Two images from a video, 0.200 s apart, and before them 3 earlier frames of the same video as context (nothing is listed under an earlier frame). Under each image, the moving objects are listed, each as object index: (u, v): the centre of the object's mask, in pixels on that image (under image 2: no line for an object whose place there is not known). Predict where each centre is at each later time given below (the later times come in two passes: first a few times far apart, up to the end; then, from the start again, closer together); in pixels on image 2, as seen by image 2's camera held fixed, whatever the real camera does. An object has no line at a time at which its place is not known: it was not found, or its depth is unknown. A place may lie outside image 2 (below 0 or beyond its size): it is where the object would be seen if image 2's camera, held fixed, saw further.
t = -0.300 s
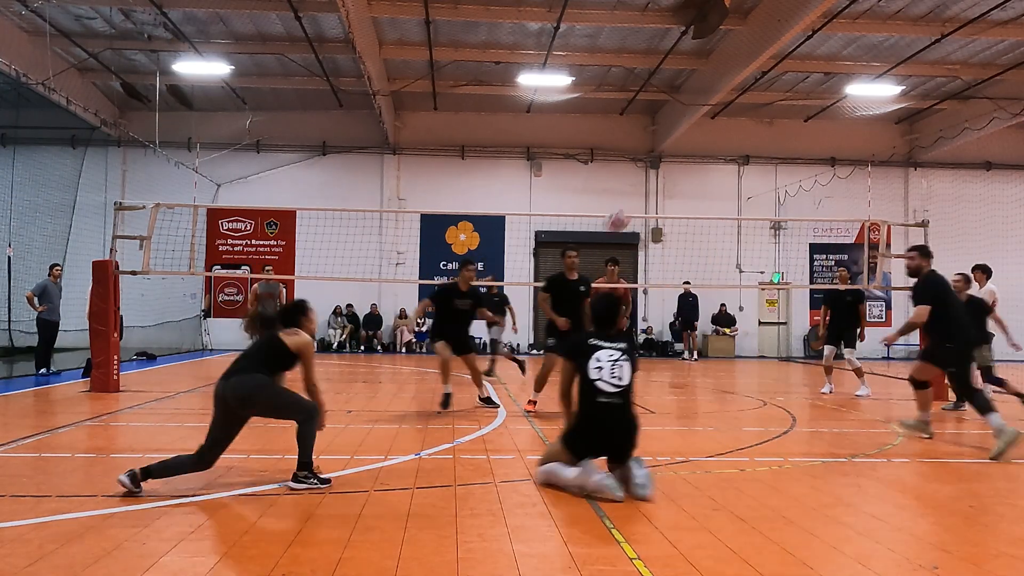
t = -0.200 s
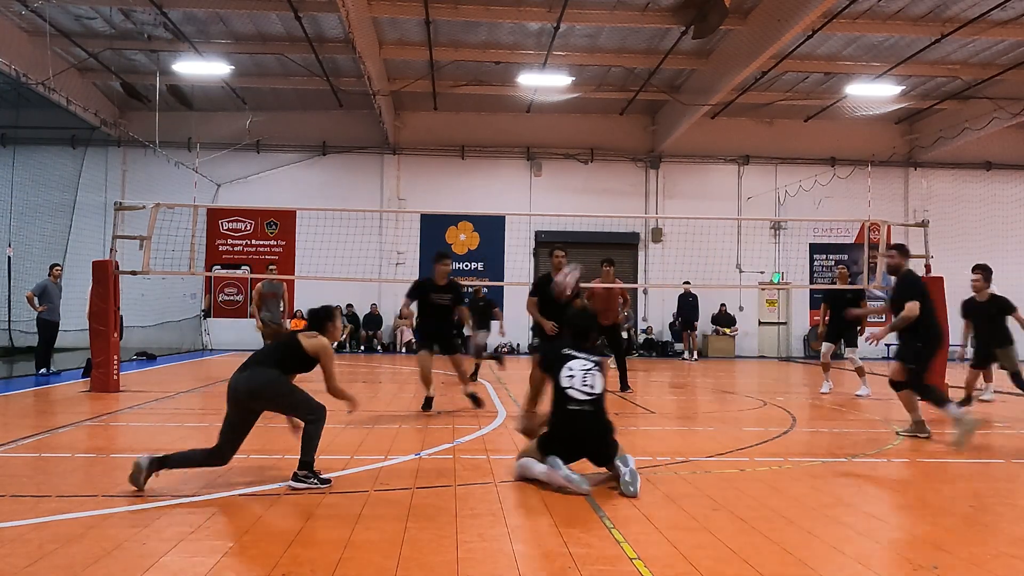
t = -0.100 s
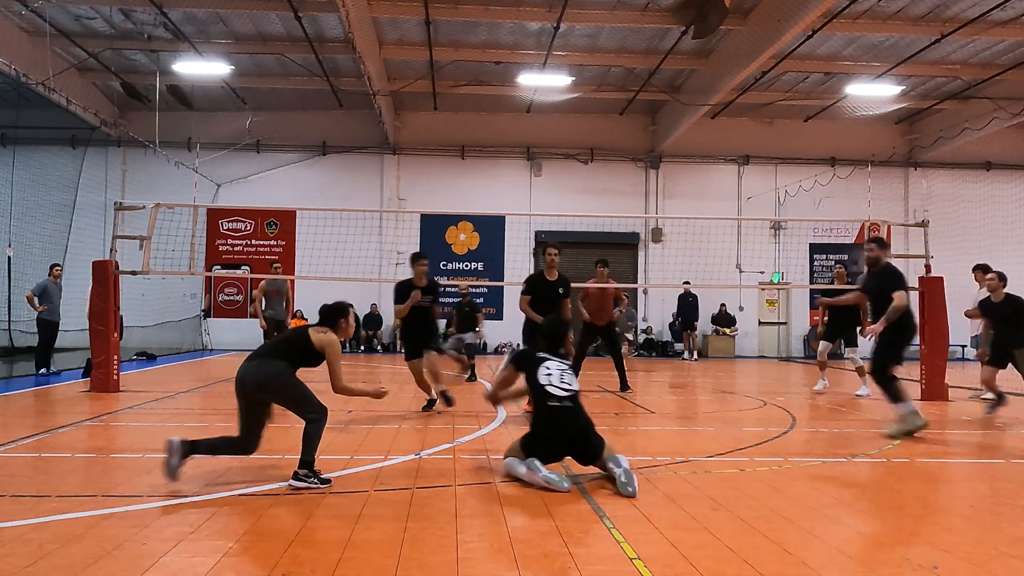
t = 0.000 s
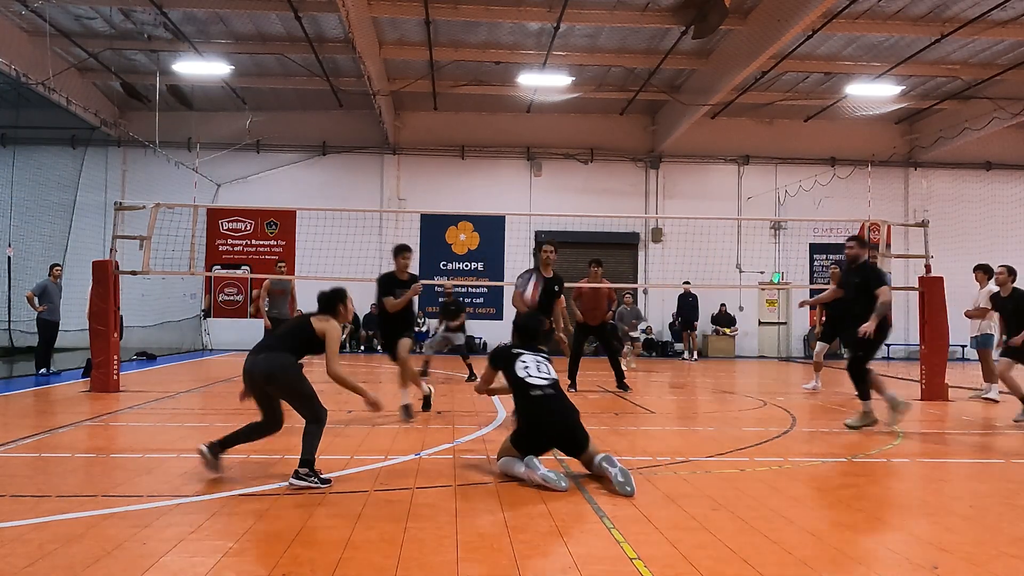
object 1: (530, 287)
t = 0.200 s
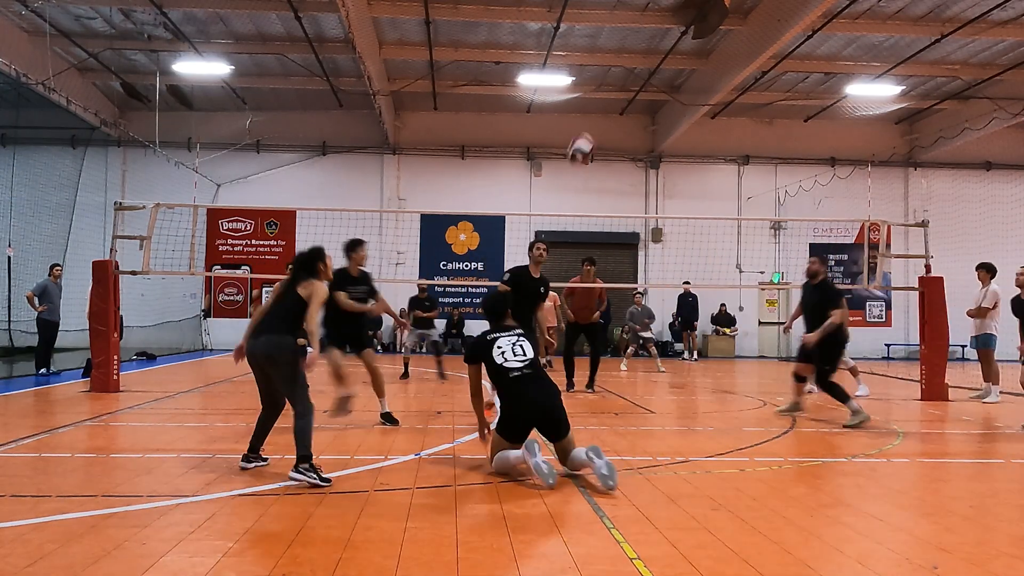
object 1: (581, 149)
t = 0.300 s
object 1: (605, 104)
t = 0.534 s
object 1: (651, 53)
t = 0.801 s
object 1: (694, 63)
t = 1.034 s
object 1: (727, 120)
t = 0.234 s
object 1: (589, 131)
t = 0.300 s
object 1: (605, 104)
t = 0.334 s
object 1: (612, 92)
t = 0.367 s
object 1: (619, 81)
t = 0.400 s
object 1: (626, 73)
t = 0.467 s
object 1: (639, 62)
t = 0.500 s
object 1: (645, 56)
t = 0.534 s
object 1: (651, 53)
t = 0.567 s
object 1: (657, 51)
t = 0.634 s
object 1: (668, 49)
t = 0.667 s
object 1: (674, 50)
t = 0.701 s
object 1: (678, 52)
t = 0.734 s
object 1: (684, 55)
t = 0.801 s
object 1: (694, 63)
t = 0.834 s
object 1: (700, 69)
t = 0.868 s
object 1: (704, 76)
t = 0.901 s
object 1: (708, 82)
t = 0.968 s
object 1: (717, 102)
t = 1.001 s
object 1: (722, 109)
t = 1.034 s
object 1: (727, 120)
